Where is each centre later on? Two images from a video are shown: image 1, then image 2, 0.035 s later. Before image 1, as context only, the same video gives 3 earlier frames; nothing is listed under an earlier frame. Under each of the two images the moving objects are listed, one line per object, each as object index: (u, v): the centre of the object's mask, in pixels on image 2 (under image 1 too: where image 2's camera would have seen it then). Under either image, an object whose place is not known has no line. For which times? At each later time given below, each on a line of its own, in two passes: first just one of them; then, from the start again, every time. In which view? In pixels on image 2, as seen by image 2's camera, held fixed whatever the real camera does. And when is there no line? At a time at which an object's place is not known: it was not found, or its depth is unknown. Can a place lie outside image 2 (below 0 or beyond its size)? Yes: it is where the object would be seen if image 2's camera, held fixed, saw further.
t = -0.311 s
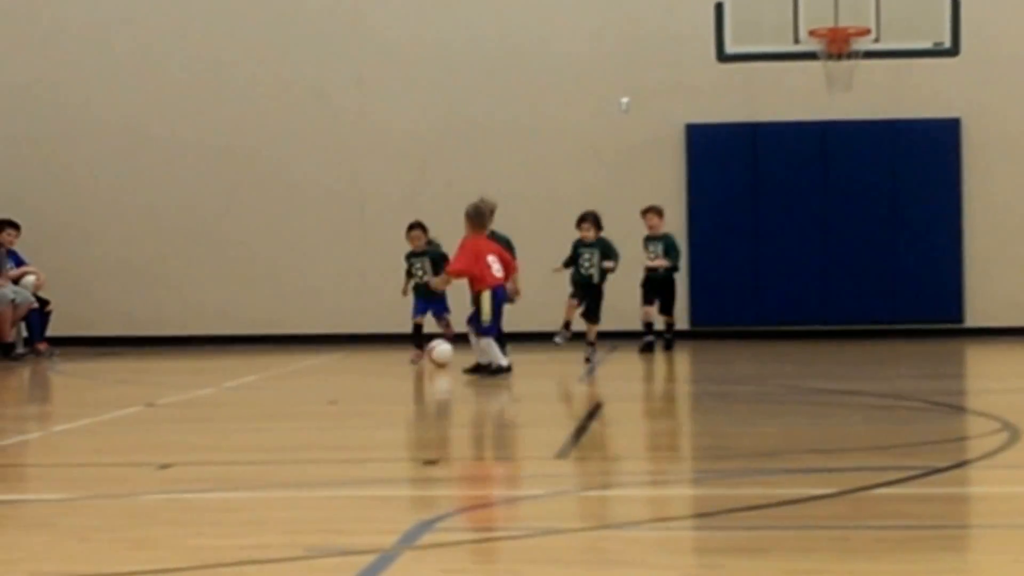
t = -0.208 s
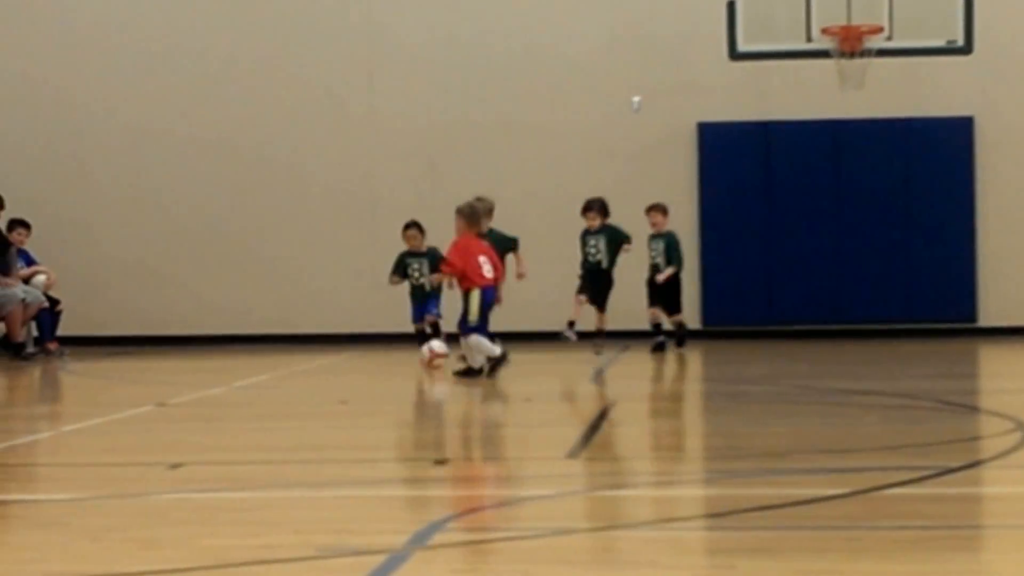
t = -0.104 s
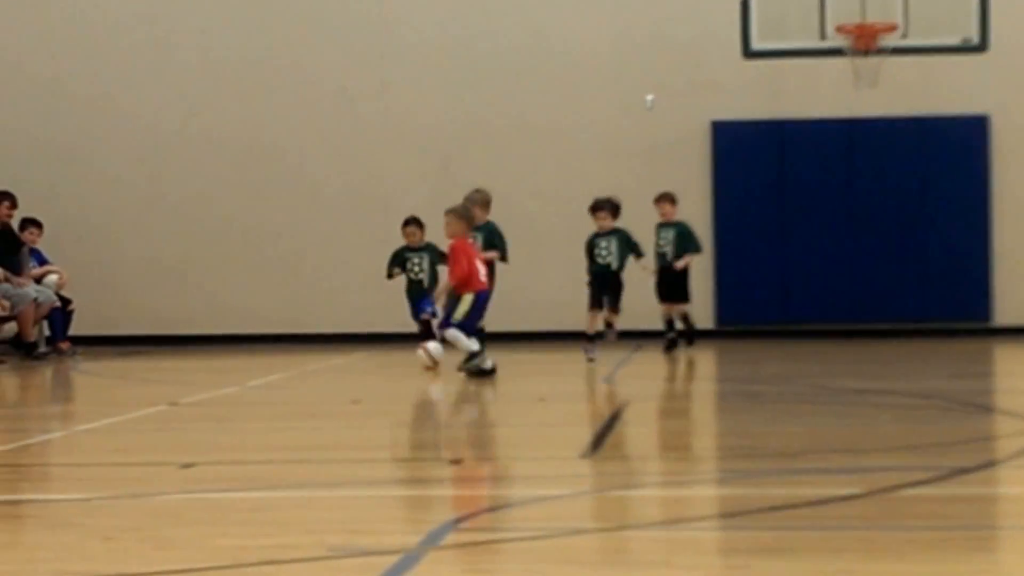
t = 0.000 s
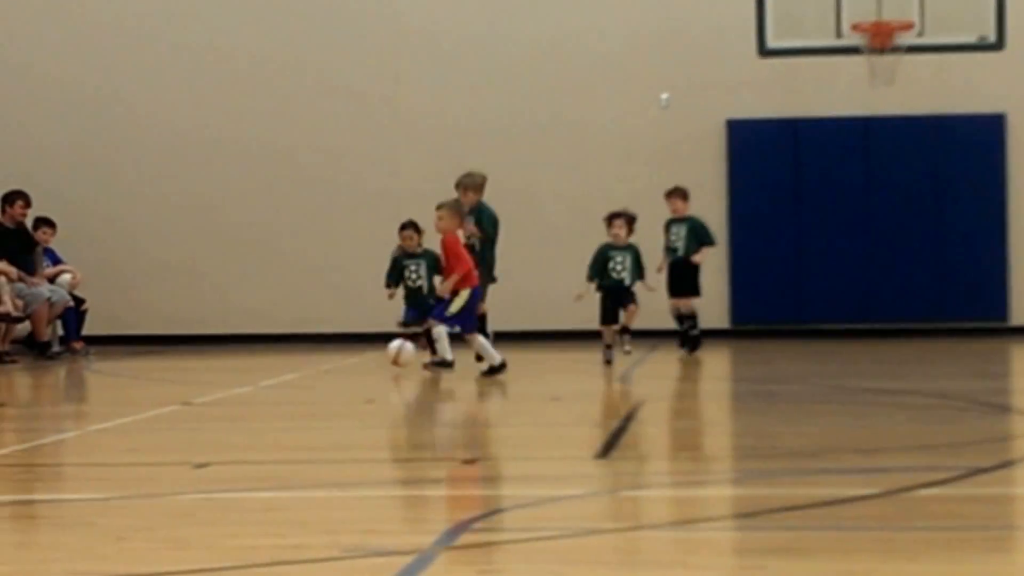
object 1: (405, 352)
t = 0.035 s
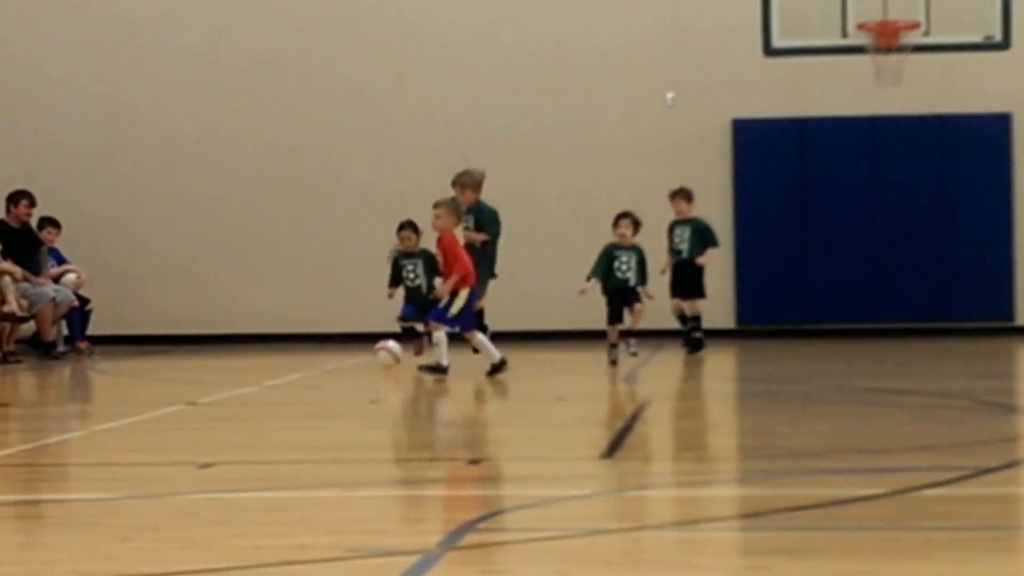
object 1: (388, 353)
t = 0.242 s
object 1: (293, 357)
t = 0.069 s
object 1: (369, 356)
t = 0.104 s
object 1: (353, 355)
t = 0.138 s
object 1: (336, 356)
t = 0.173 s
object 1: (322, 356)
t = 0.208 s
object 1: (305, 358)
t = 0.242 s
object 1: (293, 357)
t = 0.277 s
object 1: (280, 356)
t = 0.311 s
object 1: (264, 360)
